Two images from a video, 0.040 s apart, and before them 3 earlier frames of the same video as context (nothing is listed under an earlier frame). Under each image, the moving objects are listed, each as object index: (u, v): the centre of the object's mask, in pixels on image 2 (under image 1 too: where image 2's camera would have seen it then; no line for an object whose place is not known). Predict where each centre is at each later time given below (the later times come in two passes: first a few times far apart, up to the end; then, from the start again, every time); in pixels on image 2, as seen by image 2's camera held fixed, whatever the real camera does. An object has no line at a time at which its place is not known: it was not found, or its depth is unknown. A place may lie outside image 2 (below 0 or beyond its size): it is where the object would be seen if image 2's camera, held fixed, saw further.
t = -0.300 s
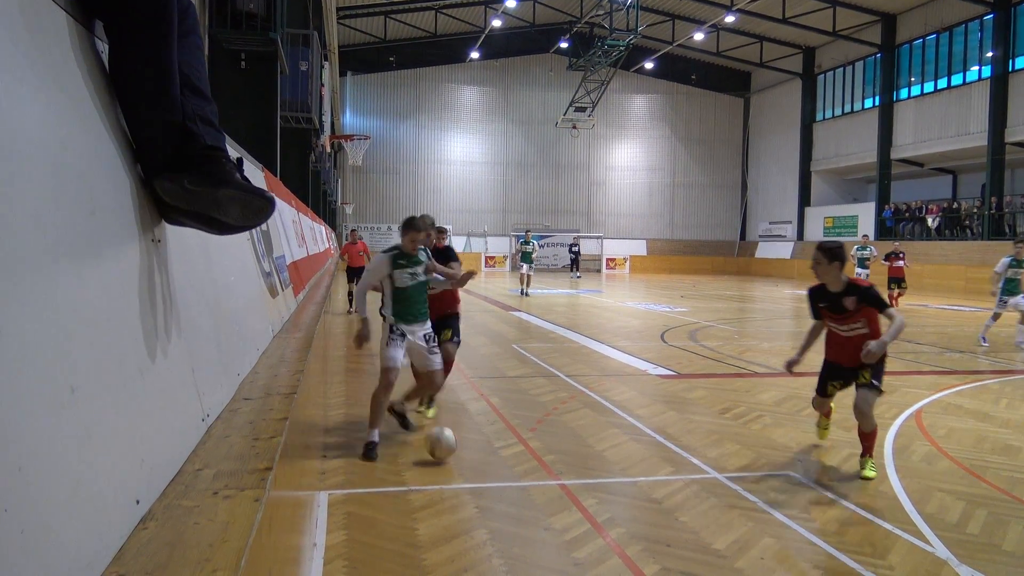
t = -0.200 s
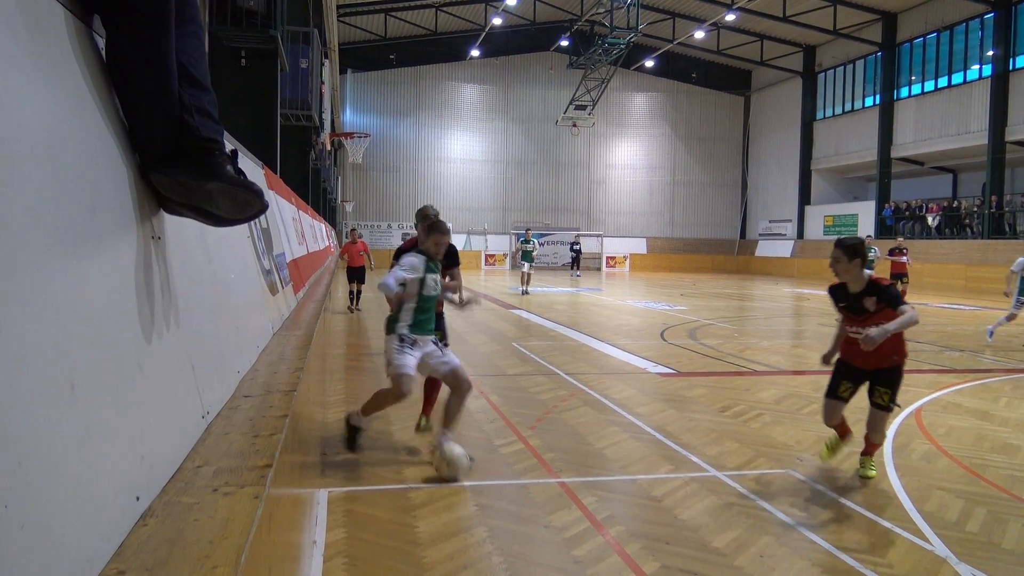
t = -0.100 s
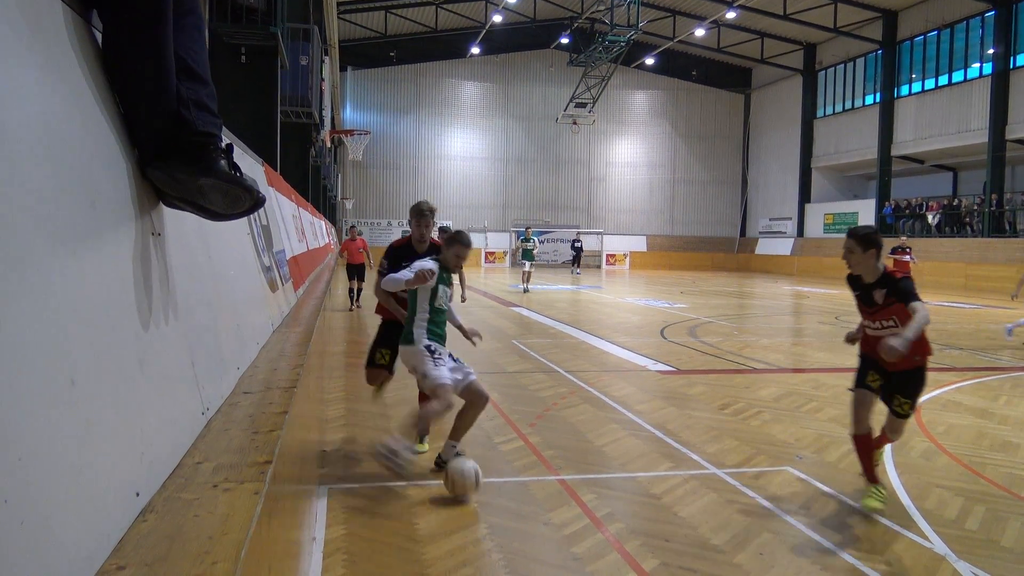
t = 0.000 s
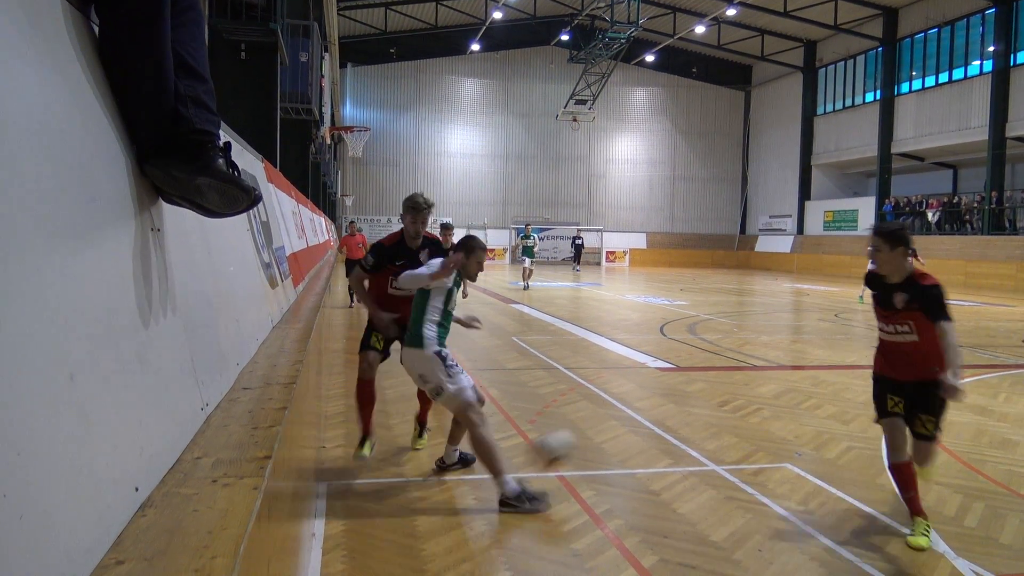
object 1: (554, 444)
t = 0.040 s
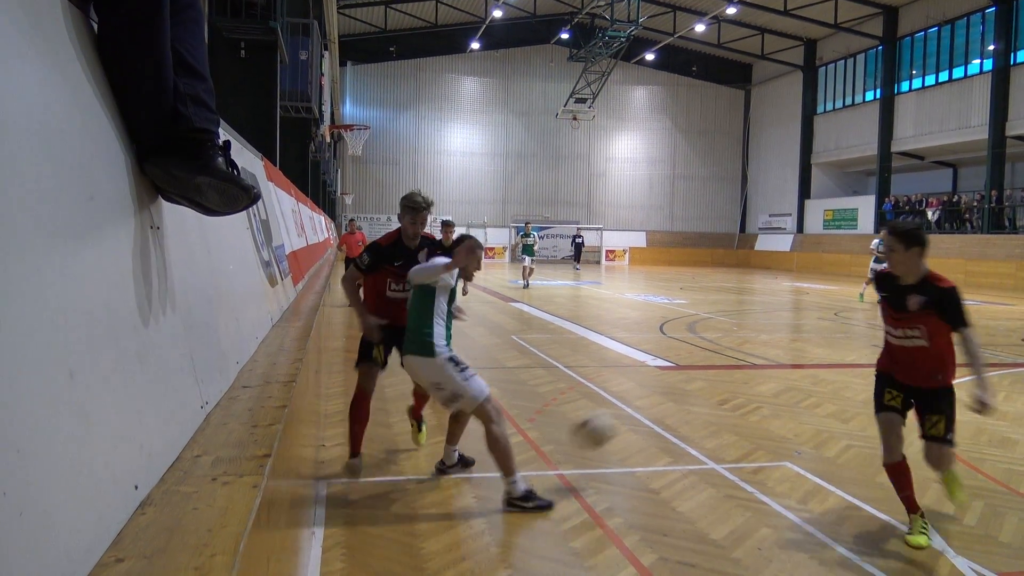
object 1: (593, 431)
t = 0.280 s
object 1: (813, 386)
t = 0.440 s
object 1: (925, 411)
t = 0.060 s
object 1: (614, 423)
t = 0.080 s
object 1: (638, 414)
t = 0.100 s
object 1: (658, 408)
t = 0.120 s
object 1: (677, 403)
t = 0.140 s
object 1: (695, 398)
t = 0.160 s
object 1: (714, 394)
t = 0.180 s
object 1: (731, 392)
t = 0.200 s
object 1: (748, 389)
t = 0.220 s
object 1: (765, 388)
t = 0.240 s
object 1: (782, 386)
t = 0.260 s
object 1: (797, 387)
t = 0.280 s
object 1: (813, 386)
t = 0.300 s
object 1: (828, 388)
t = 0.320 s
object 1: (844, 389)
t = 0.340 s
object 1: (858, 391)
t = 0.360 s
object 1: (871, 394)
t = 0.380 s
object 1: (885, 396)
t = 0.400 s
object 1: (897, 400)
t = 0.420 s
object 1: (913, 406)
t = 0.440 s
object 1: (925, 411)
